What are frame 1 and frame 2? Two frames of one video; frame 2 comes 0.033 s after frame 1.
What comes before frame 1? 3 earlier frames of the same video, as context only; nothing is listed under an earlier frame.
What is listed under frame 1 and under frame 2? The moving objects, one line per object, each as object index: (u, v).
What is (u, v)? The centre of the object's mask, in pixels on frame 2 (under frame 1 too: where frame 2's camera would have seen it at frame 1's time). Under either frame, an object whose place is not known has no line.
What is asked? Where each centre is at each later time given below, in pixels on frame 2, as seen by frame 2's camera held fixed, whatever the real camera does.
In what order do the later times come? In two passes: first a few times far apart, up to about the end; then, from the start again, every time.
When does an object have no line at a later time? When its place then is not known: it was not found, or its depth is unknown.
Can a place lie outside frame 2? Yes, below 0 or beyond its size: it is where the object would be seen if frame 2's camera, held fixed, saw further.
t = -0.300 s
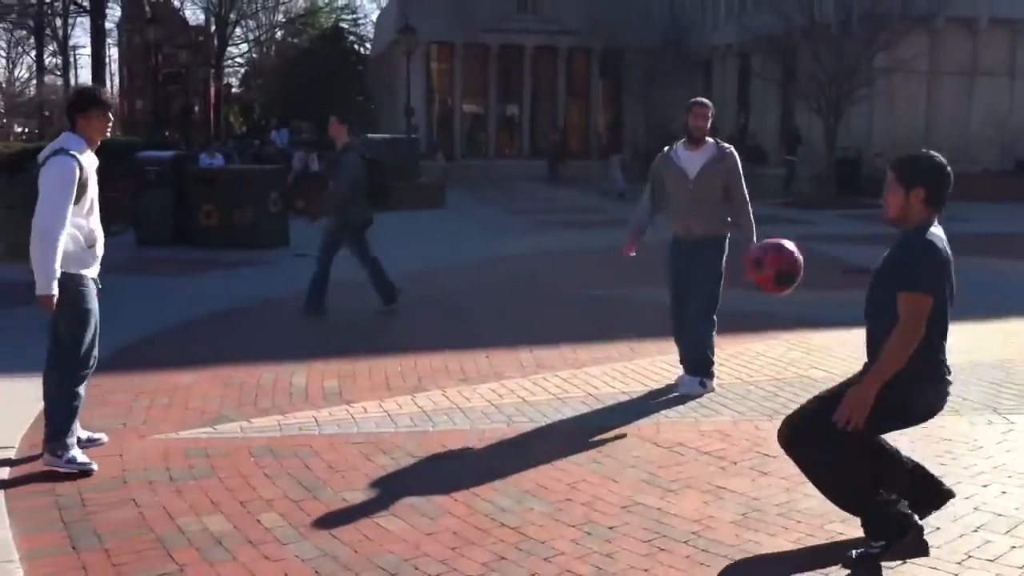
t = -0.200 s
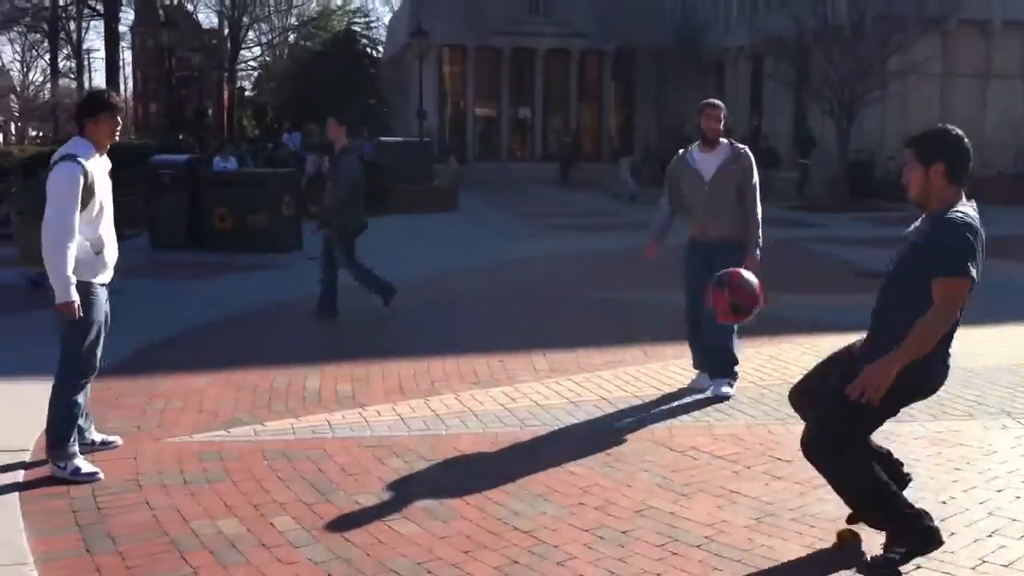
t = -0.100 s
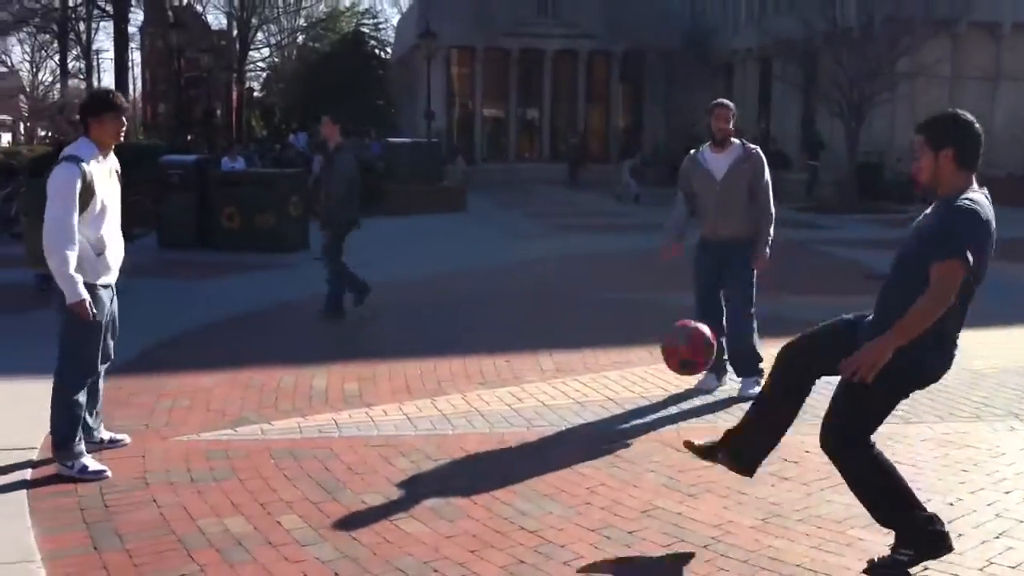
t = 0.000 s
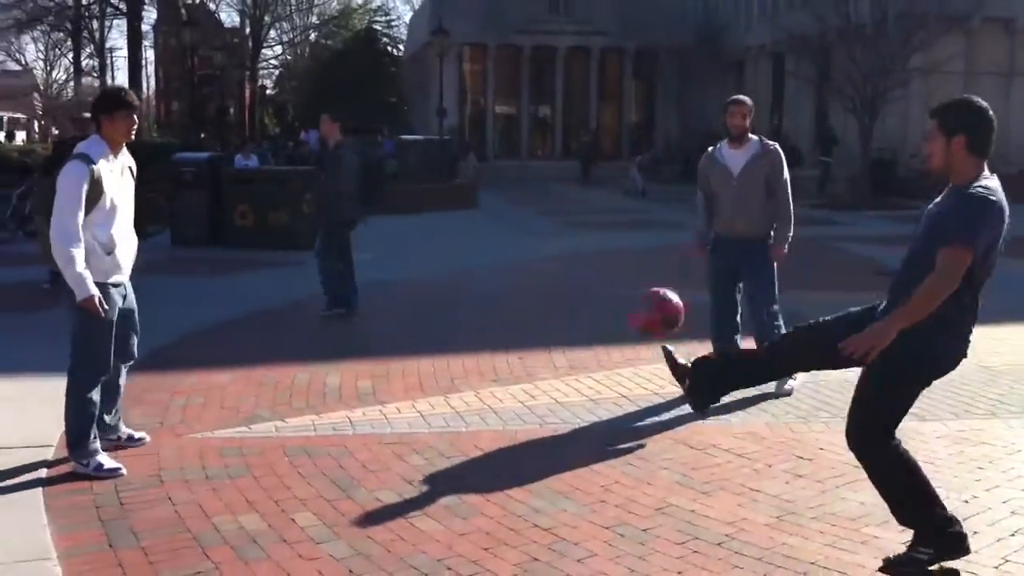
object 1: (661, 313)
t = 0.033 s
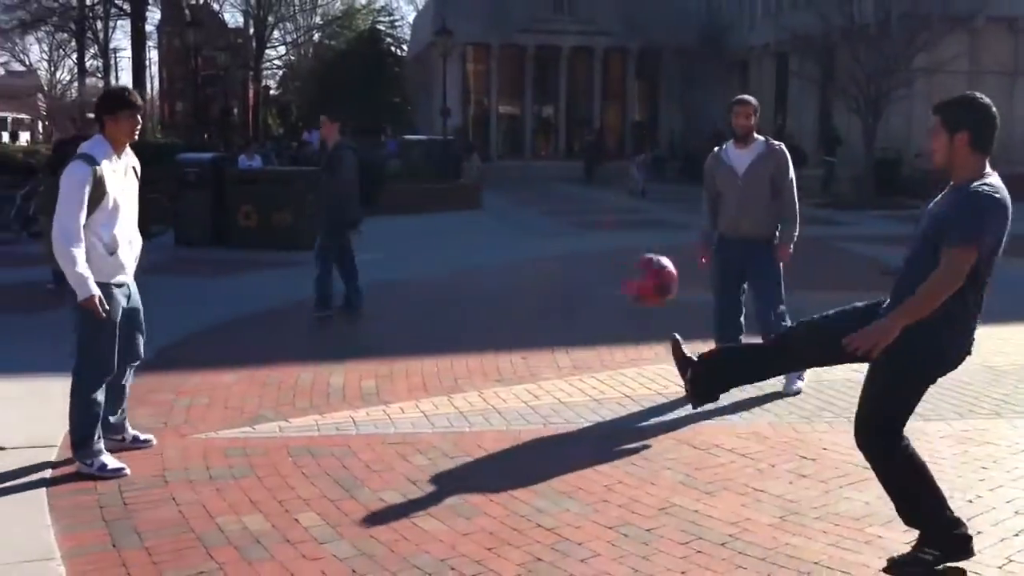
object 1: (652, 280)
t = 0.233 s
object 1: (586, 123)
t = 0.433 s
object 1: (512, 51)
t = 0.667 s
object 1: (414, 108)
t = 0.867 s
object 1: (320, 304)
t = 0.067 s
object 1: (640, 247)
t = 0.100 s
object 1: (631, 218)
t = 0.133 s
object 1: (619, 190)
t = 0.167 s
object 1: (608, 167)
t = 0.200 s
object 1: (596, 144)
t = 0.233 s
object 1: (586, 123)
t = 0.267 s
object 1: (573, 104)
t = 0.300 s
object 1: (562, 88)
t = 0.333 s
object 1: (550, 73)
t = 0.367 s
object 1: (537, 64)
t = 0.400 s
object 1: (525, 55)
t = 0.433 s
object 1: (512, 51)
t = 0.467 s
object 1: (499, 50)
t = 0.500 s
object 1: (486, 52)
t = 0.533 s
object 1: (473, 55)
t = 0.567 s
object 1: (458, 63)
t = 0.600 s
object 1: (443, 74)
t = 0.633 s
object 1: (429, 89)
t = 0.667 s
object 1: (414, 108)
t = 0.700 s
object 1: (399, 131)
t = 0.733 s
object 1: (383, 158)
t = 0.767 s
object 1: (368, 187)
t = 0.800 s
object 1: (352, 223)
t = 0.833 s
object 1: (336, 260)
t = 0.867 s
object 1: (320, 304)
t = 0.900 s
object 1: (304, 351)
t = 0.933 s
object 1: (285, 403)
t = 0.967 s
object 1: (269, 459)
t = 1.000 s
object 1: (251, 520)
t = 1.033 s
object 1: (235, 560)
